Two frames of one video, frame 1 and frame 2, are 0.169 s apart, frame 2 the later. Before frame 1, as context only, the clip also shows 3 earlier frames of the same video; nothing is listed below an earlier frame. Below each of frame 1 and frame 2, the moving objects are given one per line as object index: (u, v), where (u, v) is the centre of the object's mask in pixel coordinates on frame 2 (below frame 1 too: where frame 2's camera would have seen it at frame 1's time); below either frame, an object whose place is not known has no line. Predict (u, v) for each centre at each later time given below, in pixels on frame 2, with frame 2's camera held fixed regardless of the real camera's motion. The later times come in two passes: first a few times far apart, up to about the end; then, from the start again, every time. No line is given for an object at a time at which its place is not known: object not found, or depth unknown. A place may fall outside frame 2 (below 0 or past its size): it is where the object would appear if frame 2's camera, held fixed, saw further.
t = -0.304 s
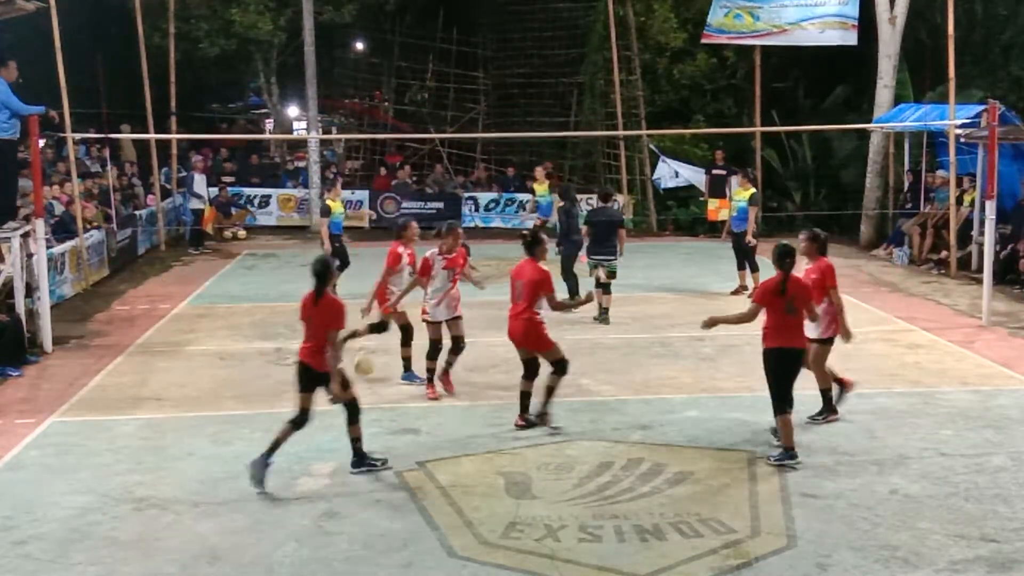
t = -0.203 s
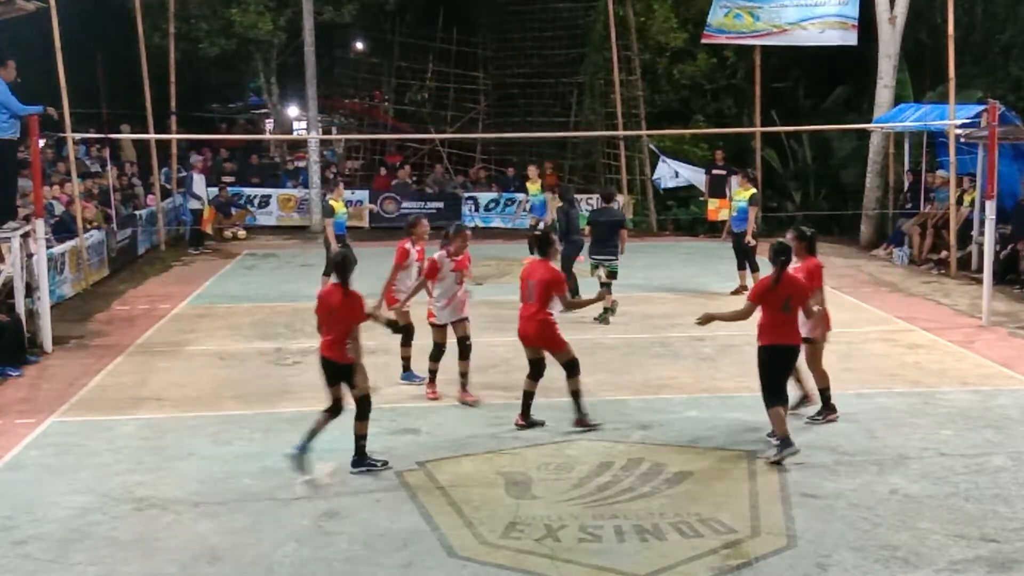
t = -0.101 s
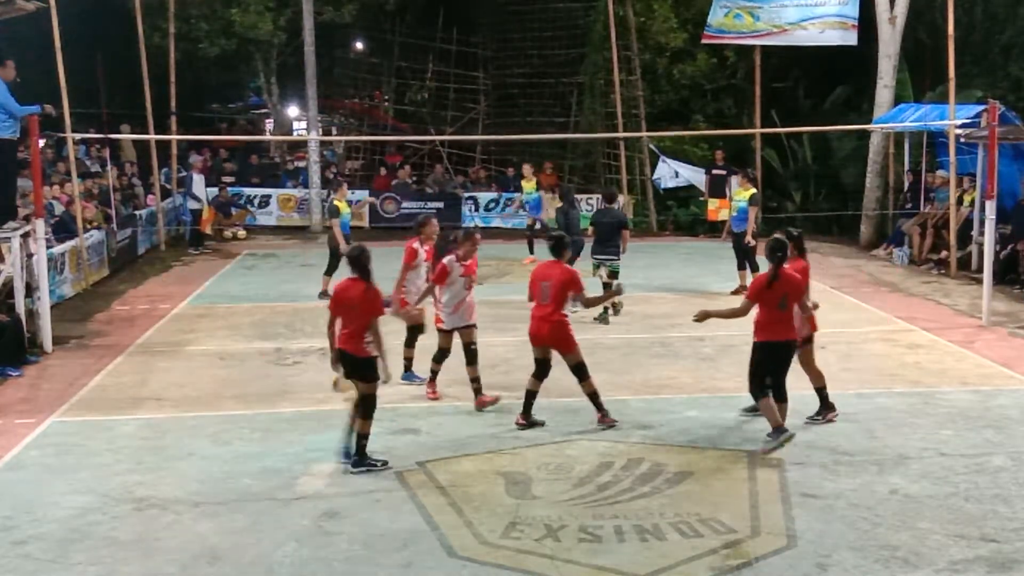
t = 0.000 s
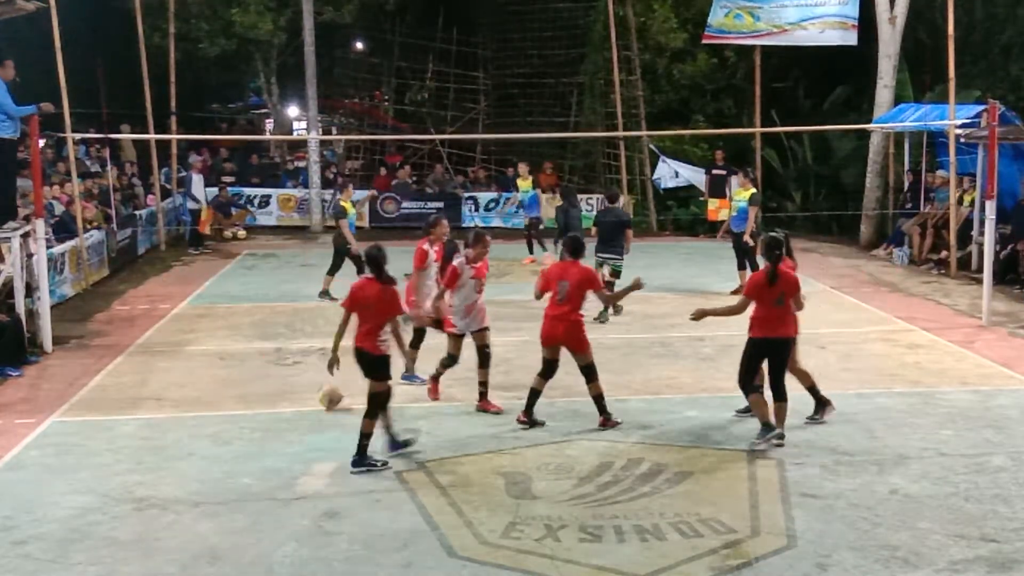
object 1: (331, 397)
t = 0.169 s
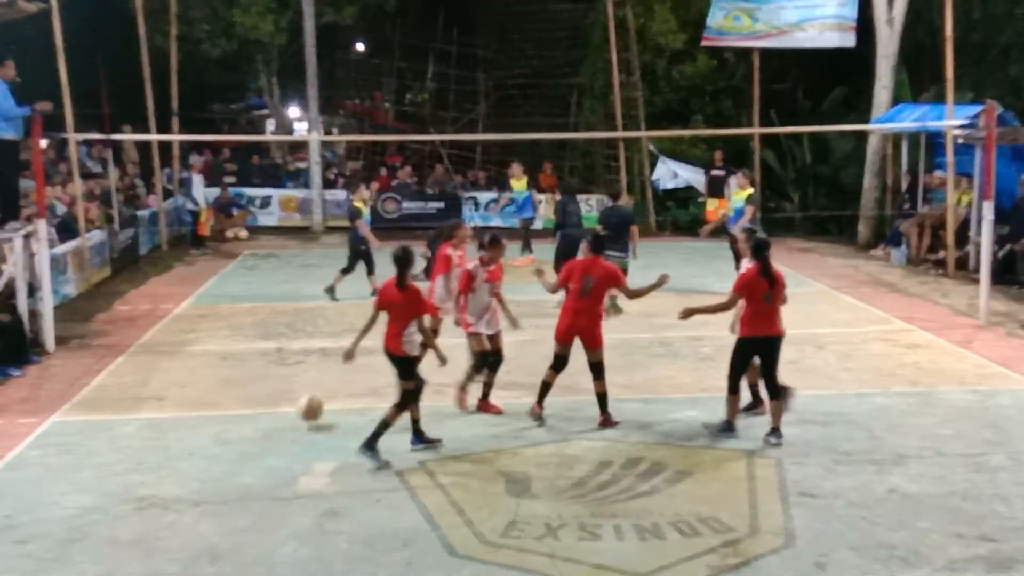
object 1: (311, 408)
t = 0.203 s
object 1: (306, 419)
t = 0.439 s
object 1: (270, 447)
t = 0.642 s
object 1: (233, 473)
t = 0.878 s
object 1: (184, 510)
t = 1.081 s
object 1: (133, 554)
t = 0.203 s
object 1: (306, 419)
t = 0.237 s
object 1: (301, 422)
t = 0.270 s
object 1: (295, 421)
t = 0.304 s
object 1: (291, 424)
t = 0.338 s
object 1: (286, 427)
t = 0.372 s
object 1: (282, 432)
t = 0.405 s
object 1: (275, 440)
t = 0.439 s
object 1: (270, 447)
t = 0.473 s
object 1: (265, 449)
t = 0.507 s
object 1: (258, 452)
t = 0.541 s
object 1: (253, 456)
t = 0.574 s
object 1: (248, 464)
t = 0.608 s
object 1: (239, 471)
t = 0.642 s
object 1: (233, 473)
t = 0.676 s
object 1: (227, 476)
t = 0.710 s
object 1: (220, 481)
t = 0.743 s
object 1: (214, 488)
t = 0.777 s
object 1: (206, 497)
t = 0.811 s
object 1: (198, 500)
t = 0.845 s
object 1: (191, 504)
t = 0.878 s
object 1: (184, 510)
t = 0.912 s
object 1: (176, 517)
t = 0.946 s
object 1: (169, 526)
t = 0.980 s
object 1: (161, 531)
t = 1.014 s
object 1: (151, 537)
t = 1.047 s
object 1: (142, 544)
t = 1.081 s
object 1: (133, 554)
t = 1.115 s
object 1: (124, 557)
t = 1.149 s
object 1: (115, 561)
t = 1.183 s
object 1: (108, 565)
